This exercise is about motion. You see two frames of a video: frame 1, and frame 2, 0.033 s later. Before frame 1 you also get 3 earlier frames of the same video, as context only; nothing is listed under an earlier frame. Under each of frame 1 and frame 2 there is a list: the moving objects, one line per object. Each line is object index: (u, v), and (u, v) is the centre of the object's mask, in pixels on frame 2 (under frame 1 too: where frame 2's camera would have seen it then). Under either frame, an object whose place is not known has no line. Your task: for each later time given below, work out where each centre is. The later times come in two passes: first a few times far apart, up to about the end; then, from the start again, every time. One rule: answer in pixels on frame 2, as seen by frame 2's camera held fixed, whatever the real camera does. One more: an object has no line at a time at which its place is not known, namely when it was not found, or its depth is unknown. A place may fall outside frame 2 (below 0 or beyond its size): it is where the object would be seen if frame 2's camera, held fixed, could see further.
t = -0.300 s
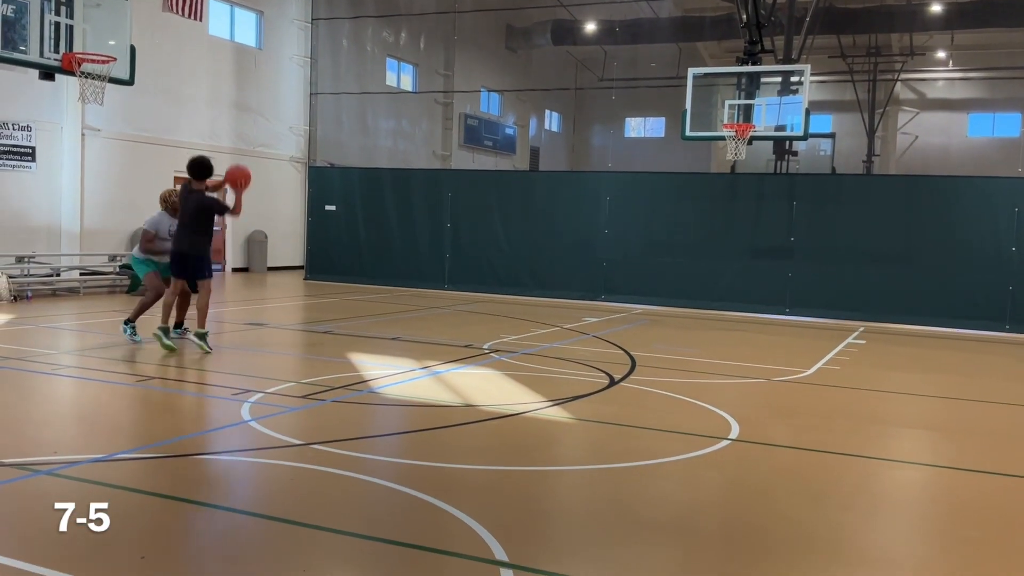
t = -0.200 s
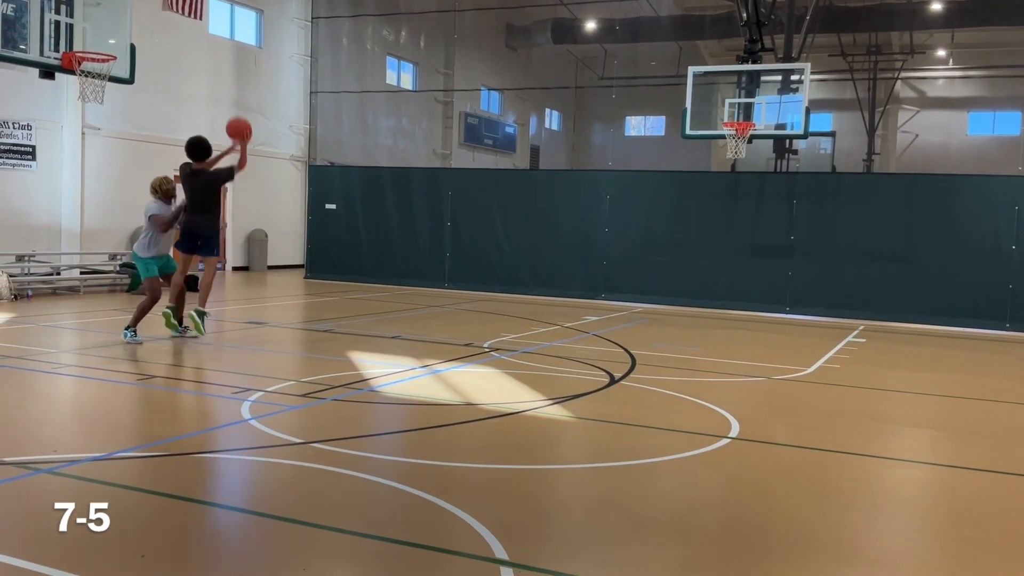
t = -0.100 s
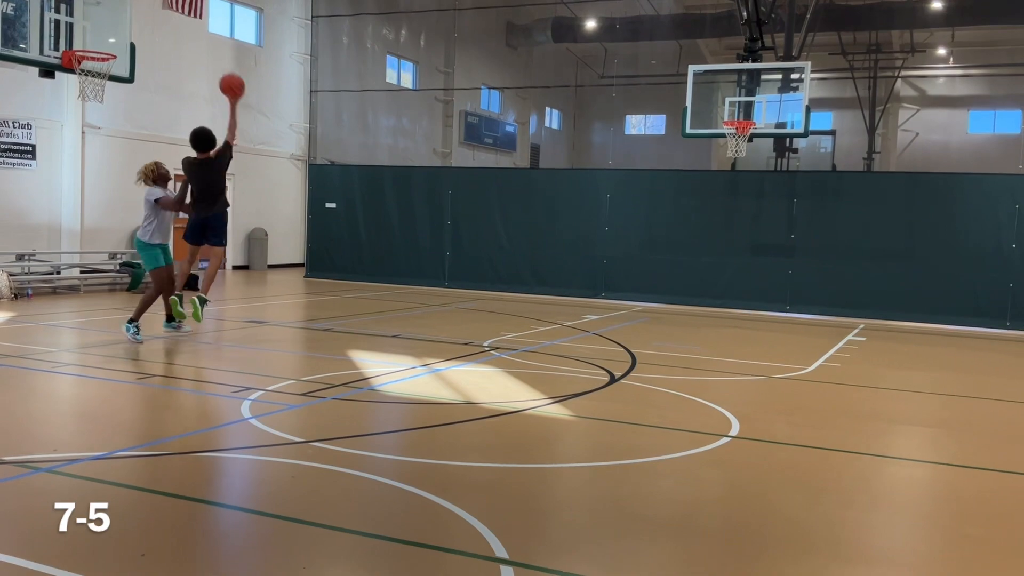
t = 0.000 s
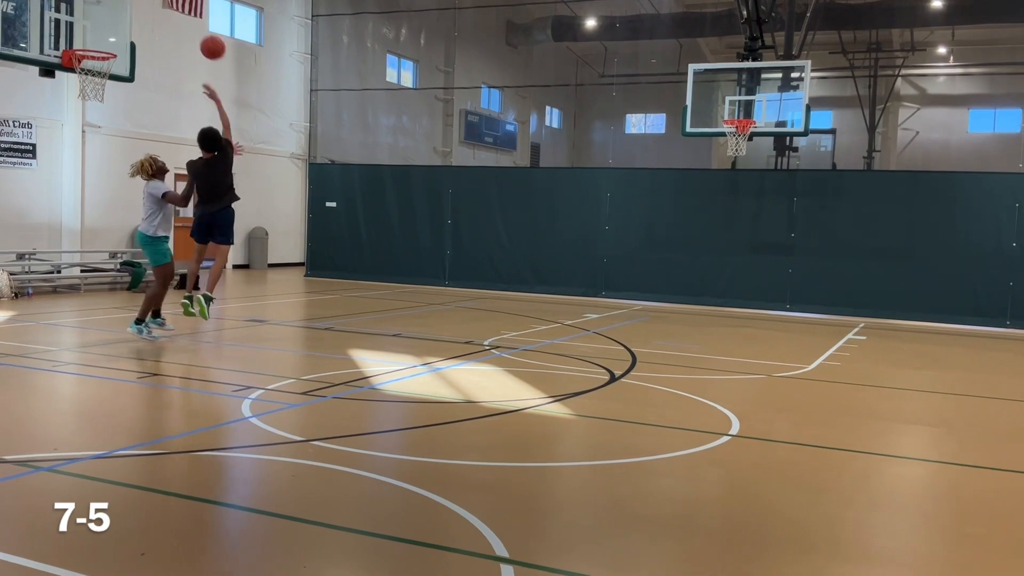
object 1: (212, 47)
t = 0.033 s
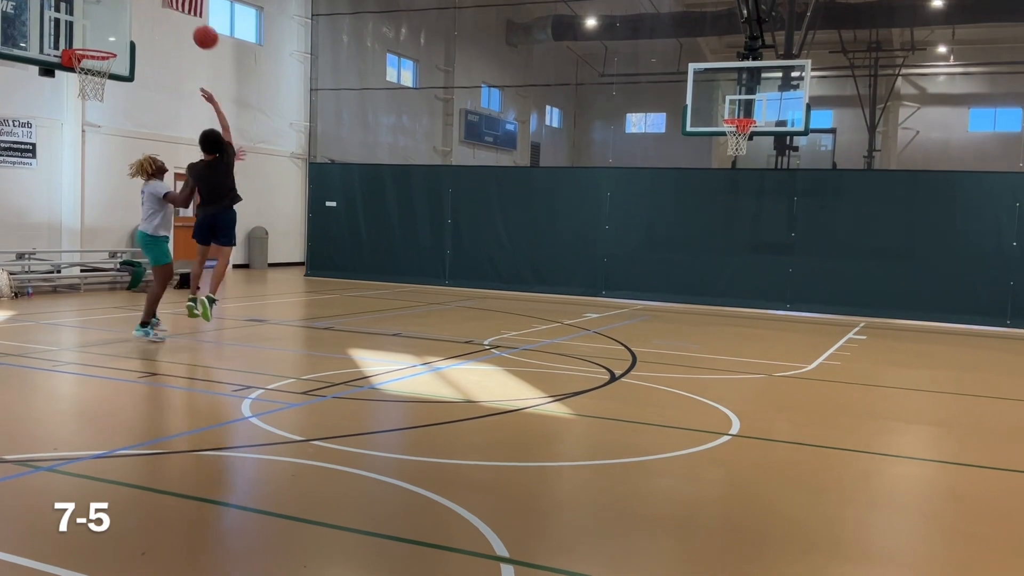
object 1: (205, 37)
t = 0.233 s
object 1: (167, 7)
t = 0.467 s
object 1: (125, 13)
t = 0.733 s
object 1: (92, 25)
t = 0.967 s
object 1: (83, 7)
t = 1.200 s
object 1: (85, 30)
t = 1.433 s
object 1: (88, 100)
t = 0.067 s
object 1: (199, 29)
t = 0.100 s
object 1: (192, 21)
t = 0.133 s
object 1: (186, 15)
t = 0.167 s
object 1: (179, 11)
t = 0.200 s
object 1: (173, 9)
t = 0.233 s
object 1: (167, 7)
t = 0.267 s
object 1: (161, 7)
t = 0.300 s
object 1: (155, 6)
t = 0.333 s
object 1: (149, 7)
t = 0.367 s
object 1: (143, 8)
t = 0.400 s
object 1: (137, 9)
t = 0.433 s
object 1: (131, 10)
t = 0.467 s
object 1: (125, 13)
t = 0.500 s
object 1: (119, 18)
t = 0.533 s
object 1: (114, 24)
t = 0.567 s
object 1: (108, 31)
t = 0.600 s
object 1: (103, 39)
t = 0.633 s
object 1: (98, 44)
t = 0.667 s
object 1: (96, 38)
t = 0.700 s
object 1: (94, 31)
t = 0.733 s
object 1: (92, 25)
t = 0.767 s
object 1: (91, 19)
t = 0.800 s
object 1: (89, 15)
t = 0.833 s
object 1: (87, 12)
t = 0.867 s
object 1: (84, 9)
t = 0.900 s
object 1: (83, 8)
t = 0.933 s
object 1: (83, 7)
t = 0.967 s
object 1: (83, 7)
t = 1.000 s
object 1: (84, 7)
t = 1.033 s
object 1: (84, 8)
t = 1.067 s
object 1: (84, 10)
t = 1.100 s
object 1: (84, 14)
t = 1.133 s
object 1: (85, 18)
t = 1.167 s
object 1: (85, 24)
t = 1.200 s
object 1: (85, 30)
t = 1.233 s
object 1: (85, 37)
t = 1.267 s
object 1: (86, 43)
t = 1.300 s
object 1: (87, 55)
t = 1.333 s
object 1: (86, 65)
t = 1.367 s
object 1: (86, 77)
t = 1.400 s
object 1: (87, 88)
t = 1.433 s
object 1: (88, 100)
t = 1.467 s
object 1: (88, 114)
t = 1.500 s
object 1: (89, 128)
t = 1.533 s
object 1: (90, 143)
